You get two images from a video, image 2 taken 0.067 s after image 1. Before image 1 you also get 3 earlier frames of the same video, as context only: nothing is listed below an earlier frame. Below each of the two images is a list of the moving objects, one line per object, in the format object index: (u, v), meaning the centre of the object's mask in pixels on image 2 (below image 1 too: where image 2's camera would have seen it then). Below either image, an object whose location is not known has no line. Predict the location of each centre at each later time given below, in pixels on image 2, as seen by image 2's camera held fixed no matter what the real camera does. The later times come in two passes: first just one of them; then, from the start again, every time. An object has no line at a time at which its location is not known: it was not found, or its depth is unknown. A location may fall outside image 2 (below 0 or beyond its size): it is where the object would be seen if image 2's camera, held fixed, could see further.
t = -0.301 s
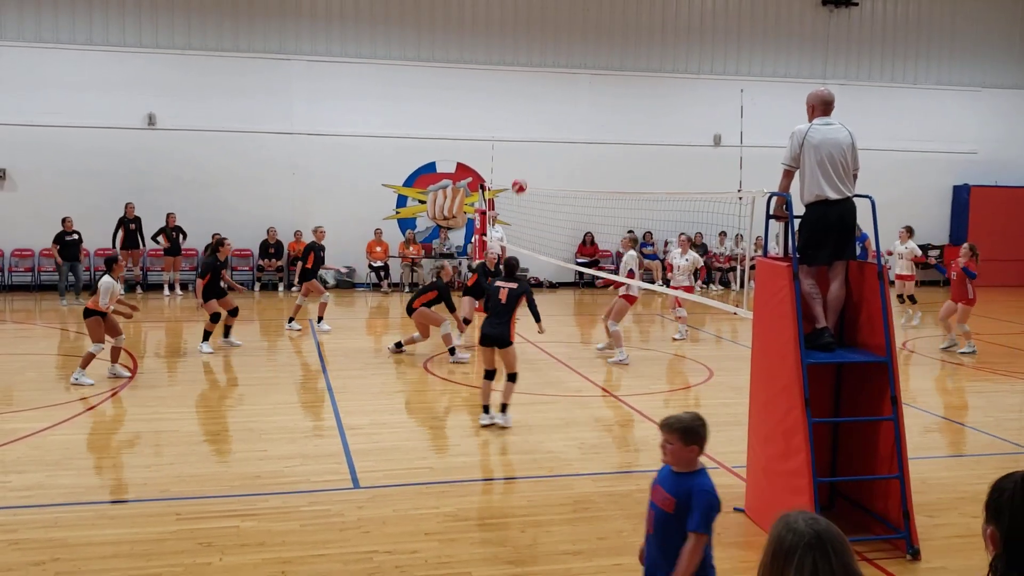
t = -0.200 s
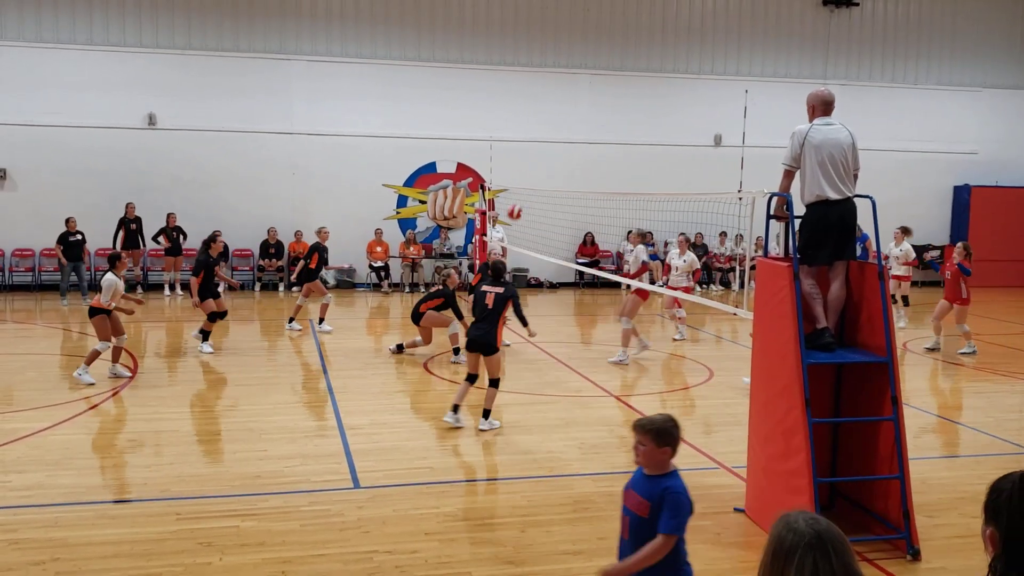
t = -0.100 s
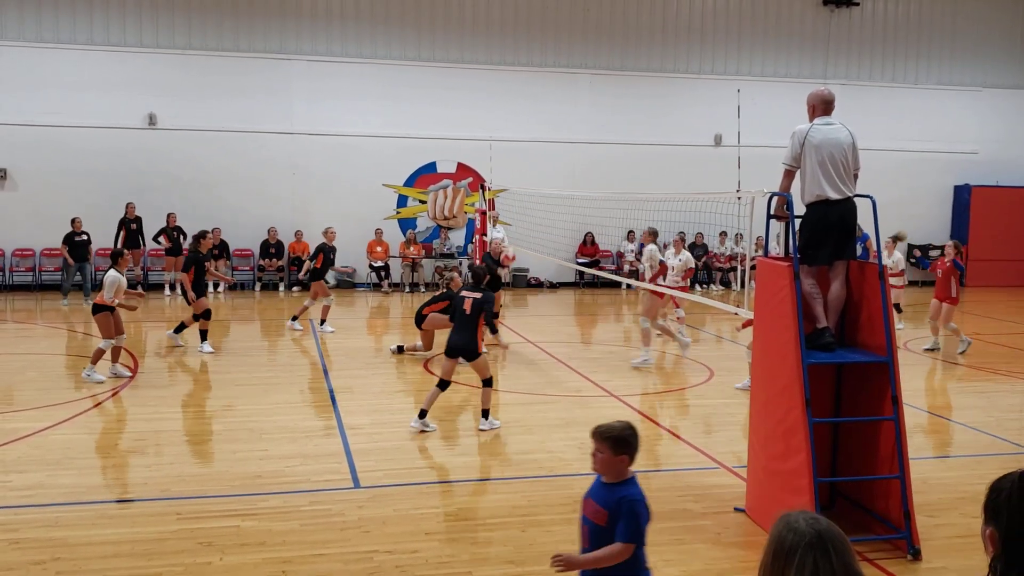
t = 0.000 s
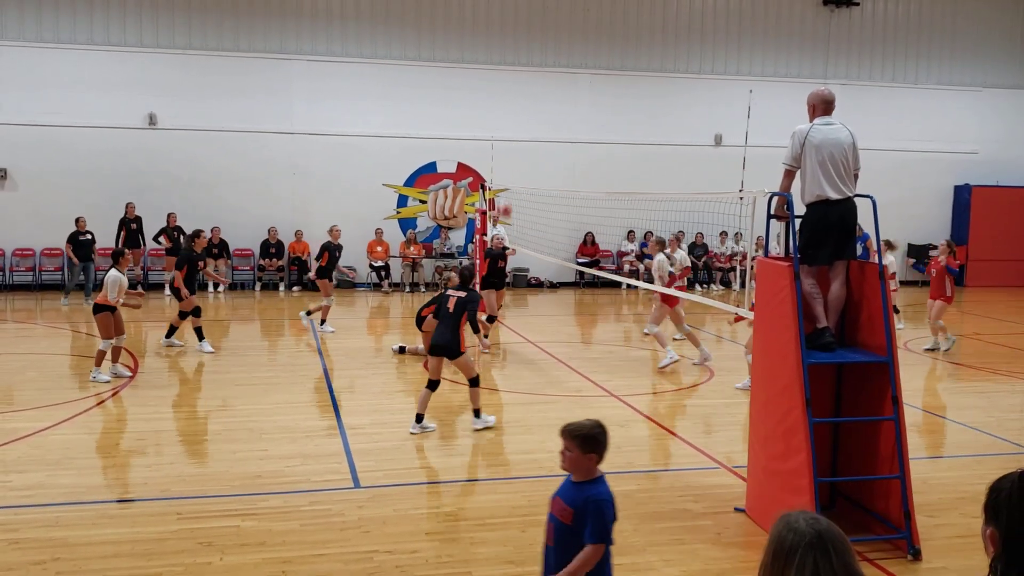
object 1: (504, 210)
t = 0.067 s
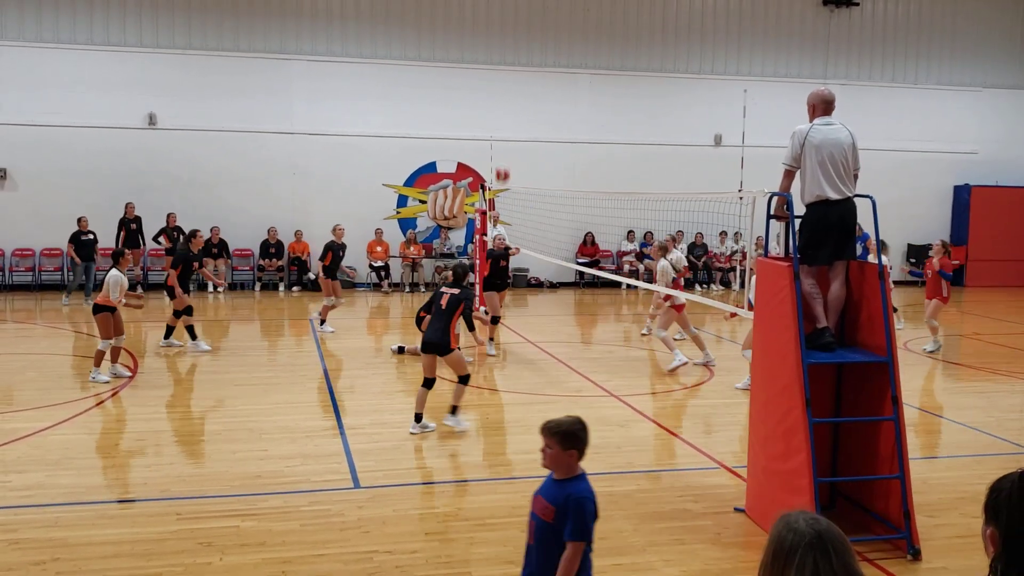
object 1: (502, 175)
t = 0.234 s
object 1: (494, 99)
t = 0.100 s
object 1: (501, 158)
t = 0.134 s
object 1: (499, 142)
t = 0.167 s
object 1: (498, 127)
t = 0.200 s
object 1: (496, 112)
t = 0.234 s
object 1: (494, 99)
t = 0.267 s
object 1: (493, 86)
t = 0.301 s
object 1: (491, 74)
